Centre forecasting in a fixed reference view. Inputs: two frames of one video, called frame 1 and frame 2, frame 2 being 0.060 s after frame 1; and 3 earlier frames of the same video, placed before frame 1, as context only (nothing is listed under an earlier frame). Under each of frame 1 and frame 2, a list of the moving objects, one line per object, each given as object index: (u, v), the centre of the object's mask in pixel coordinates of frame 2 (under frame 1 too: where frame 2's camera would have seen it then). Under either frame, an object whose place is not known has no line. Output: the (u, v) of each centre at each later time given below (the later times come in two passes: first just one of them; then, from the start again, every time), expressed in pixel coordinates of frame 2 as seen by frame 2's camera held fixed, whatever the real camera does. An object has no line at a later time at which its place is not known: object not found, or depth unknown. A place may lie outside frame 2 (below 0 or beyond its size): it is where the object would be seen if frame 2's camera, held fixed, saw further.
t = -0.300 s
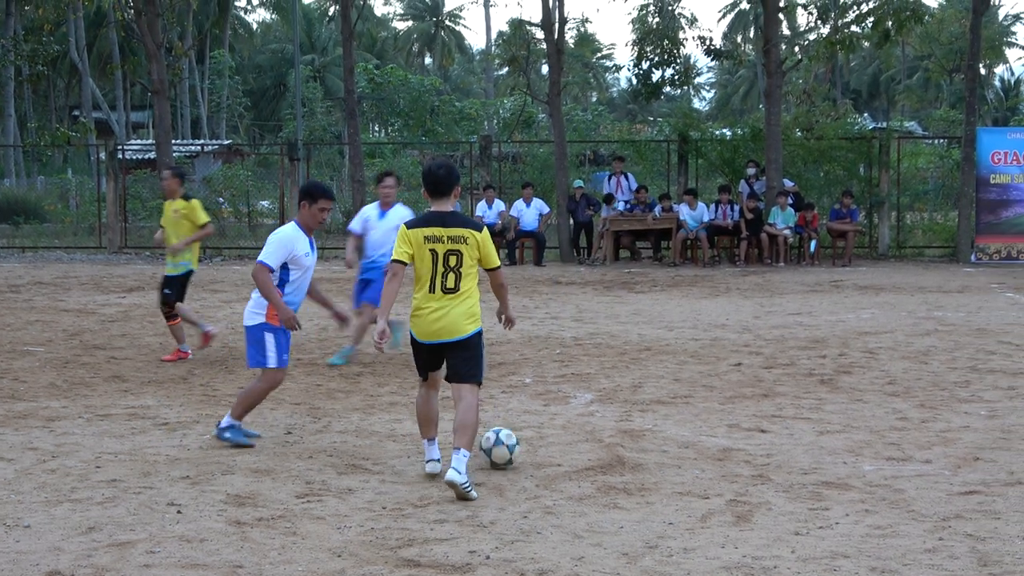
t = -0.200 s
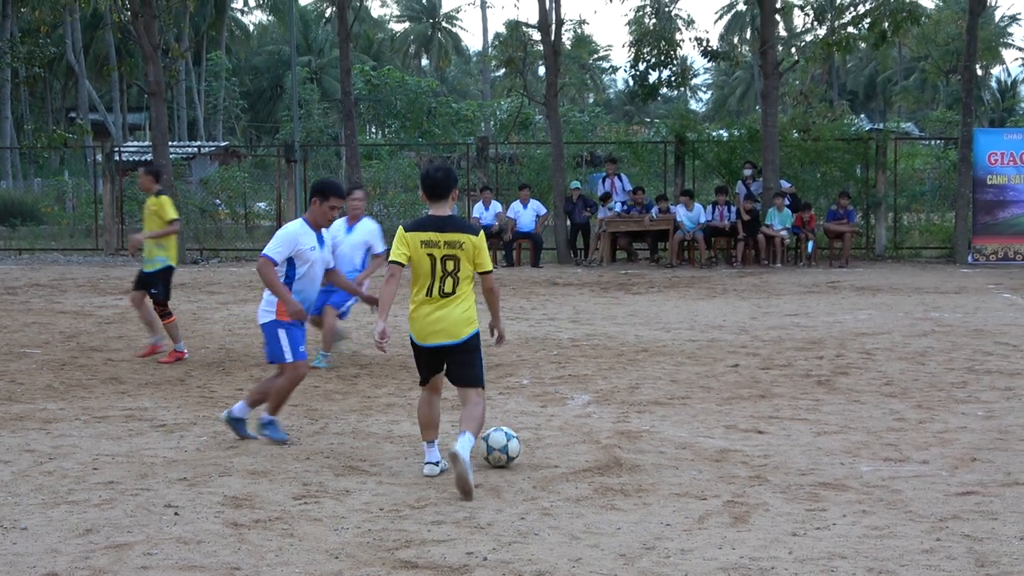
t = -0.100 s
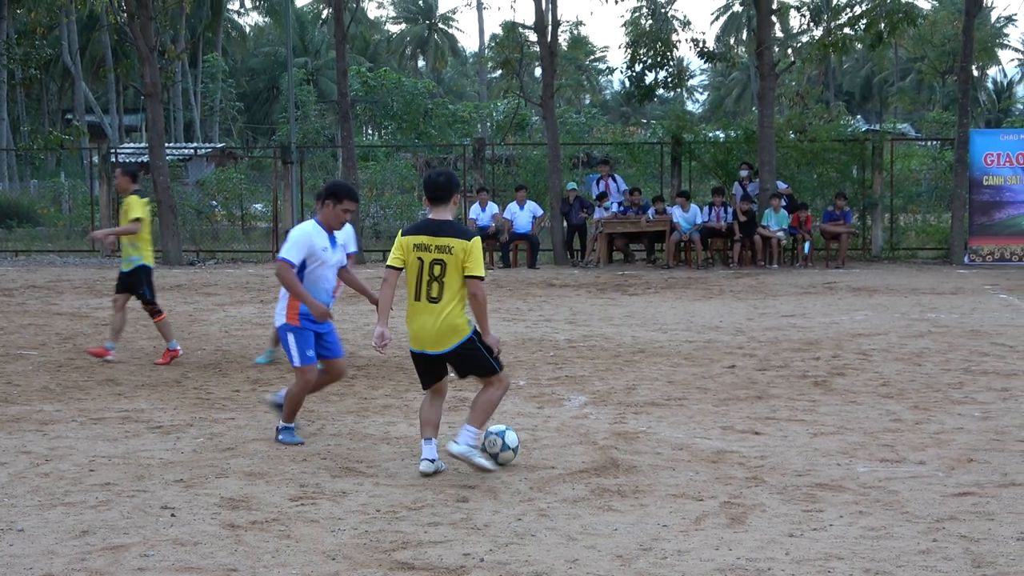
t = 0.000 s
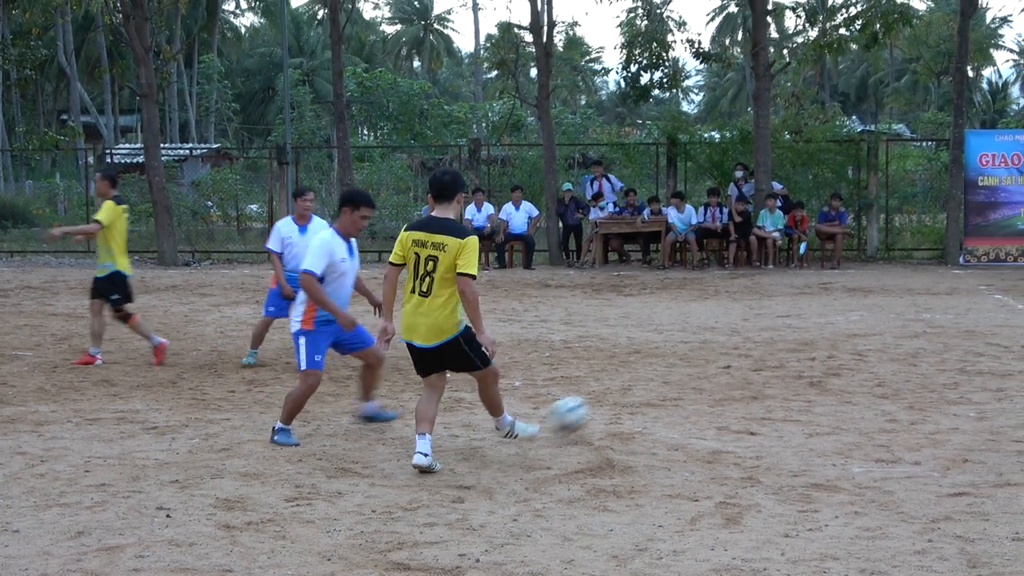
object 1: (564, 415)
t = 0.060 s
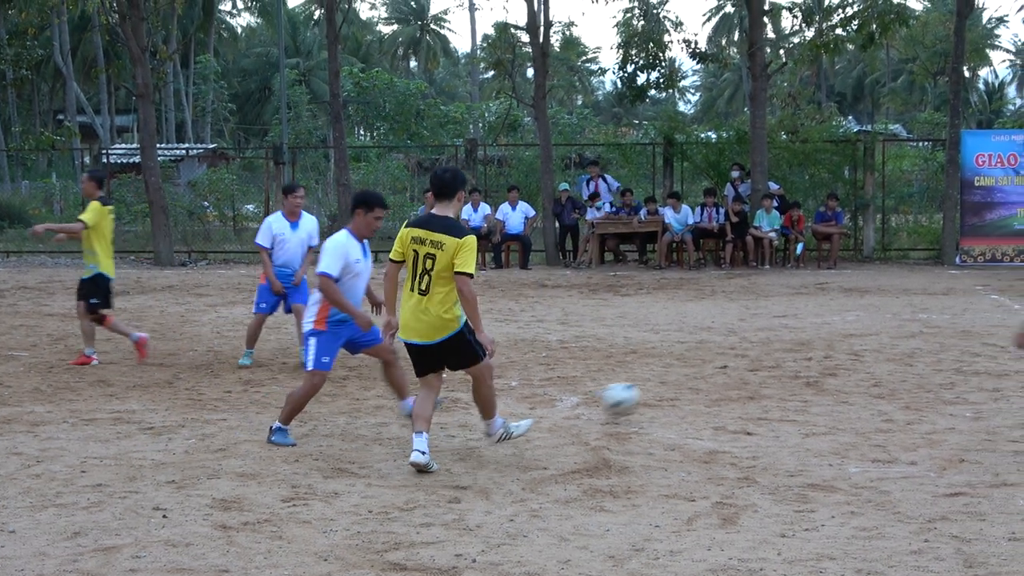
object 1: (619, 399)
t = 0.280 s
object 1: (760, 358)
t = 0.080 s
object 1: (636, 396)
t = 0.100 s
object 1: (652, 391)
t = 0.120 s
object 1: (667, 389)
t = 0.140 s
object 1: (679, 388)
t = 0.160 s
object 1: (695, 385)
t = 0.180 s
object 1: (707, 379)
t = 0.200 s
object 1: (718, 373)
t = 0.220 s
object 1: (729, 368)
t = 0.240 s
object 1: (740, 365)
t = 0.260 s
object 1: (751, 361)
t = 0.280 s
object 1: (760, 358)
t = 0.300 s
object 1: (770, 356)
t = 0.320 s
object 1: (779, 354)
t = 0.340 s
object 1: (788, 353)
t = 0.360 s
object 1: (798, 353)
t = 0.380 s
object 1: (805, 348)
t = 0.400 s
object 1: (812, 344)
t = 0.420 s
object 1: (819, 340)
